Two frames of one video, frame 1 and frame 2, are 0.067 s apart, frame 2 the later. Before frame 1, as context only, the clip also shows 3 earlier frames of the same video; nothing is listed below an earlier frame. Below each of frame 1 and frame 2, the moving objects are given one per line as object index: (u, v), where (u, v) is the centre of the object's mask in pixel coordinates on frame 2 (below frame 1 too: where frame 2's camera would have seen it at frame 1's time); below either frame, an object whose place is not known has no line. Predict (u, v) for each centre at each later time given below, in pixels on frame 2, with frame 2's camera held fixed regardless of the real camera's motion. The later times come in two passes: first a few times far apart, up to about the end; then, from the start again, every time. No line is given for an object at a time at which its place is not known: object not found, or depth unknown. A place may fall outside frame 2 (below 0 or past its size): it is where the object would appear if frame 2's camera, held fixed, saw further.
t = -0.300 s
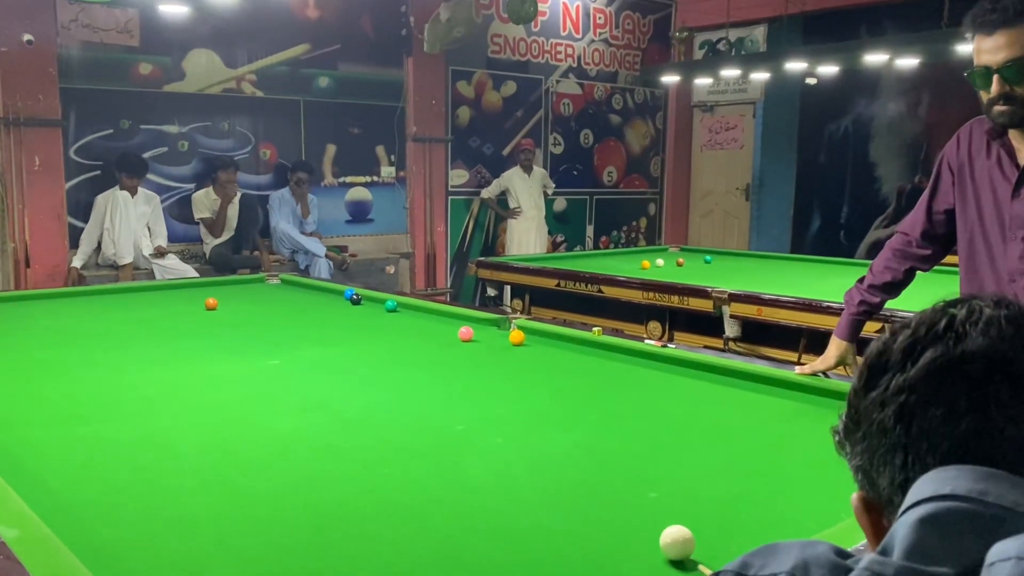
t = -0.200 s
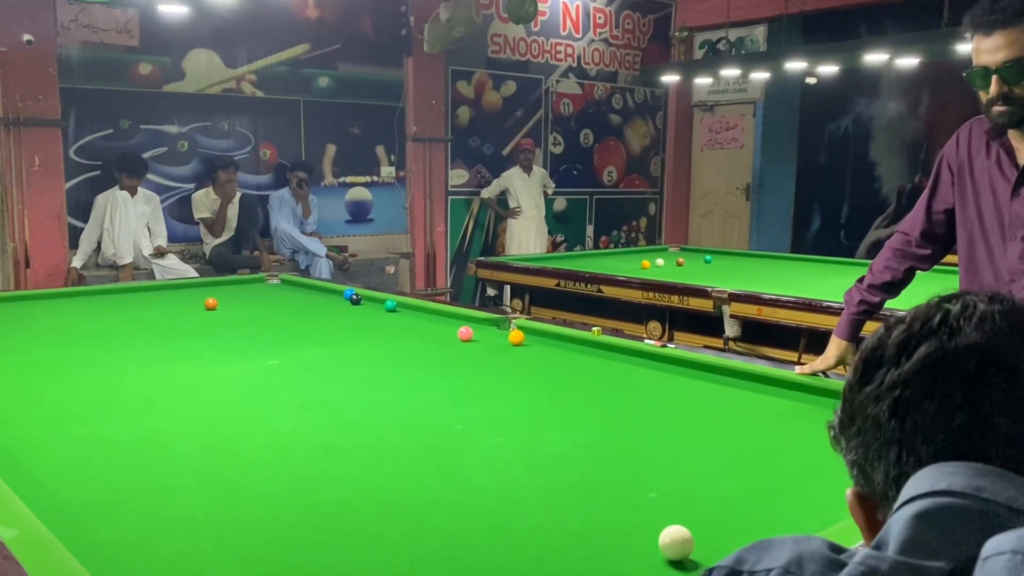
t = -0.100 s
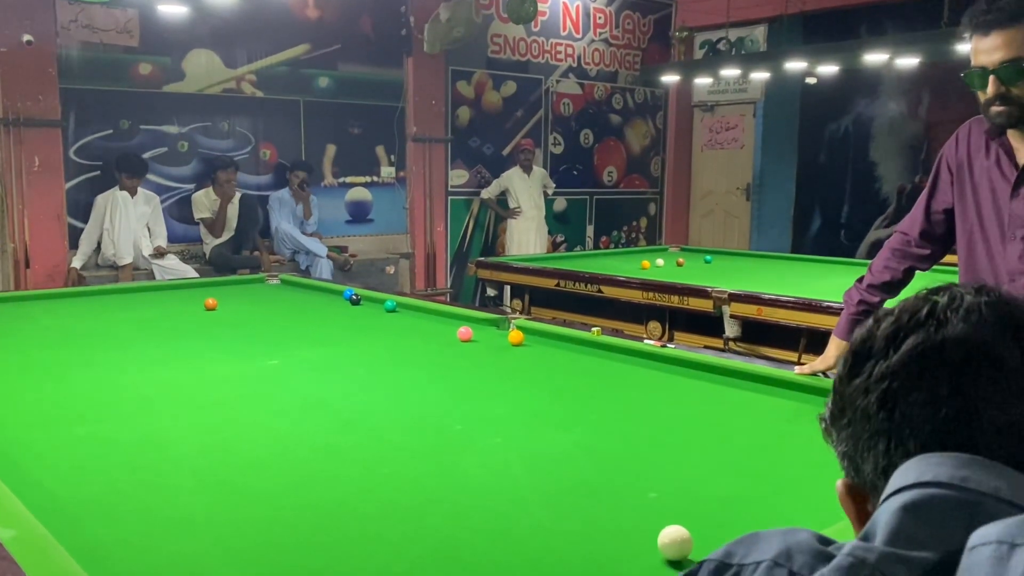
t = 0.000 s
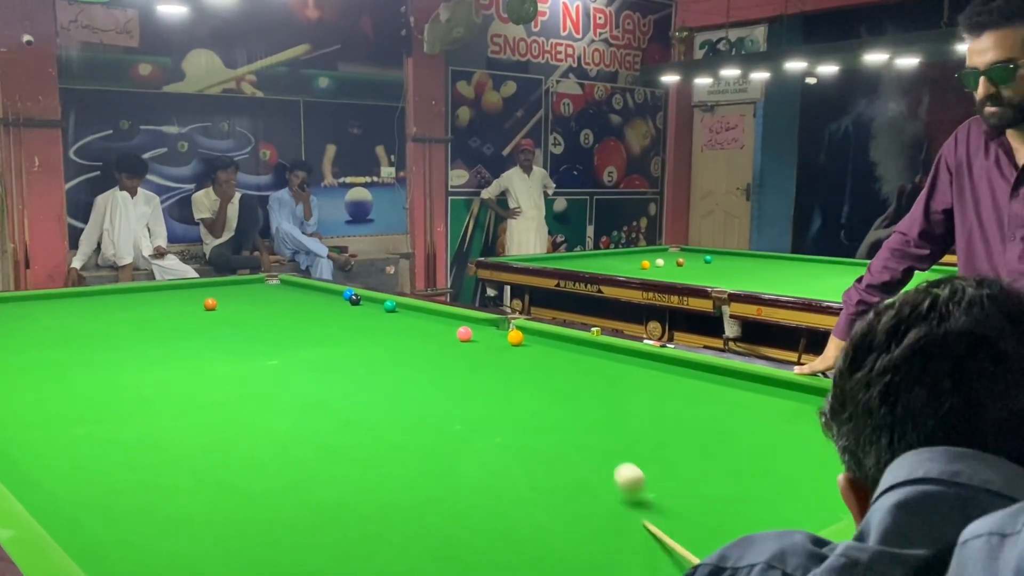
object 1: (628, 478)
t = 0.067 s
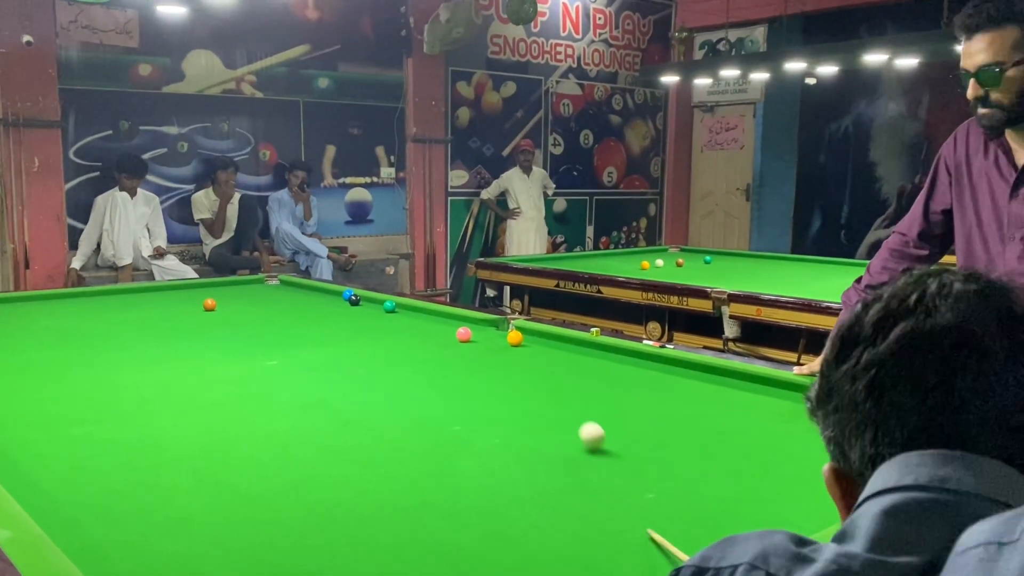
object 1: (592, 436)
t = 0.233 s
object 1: (539, 368)
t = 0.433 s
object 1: (520, 341)
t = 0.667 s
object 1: (524, 342)
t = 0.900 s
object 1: (526, 342)
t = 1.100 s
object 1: (526, 342)
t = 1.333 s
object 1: (526, 342)
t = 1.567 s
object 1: (526, 341)
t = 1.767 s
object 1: (526, 342)
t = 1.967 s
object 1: (525, 343)
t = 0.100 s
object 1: (578, 419)
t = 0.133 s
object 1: (566, 403)
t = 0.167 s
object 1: (556, 389)
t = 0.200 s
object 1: (547, 378)
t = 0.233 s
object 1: (539, 368)
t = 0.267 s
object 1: (532, 359)
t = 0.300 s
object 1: (526, 351)
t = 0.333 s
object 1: (521, 344)
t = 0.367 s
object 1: (519, 341)
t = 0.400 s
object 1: (519, 341)
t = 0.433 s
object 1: (520, 341)
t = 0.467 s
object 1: (521, 341)
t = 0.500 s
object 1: (522, 342)
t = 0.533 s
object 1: (522, 342)
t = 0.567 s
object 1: (523, 342)
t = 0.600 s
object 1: (523, 342)
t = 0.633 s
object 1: (524, 342)
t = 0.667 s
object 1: (524, 342)
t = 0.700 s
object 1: (525, 342)
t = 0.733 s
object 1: (525, 342)
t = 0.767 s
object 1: (525, 342)
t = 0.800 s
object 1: (526, 342)
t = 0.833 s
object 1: (526, 342)
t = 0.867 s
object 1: (526, 342)
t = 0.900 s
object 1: (526, 342)
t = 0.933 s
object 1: (526, 342)
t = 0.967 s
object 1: (526, 342)
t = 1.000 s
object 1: (526, 342)
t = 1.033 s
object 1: (526, 342)
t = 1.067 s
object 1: (526, 342)
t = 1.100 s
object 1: (526, 342)
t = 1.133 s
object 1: (526, 342)
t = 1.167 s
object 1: (526, 342)
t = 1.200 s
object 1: (526, 341)
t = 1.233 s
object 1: (526, 341)
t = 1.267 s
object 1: (526, 341)
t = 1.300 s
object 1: (526, 341)
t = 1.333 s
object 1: (526, 342)
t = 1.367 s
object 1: (526, 342)
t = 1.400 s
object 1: (526, 341)
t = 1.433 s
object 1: (526, 341)
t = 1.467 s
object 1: (526, 342)
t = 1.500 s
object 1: (526, 341)
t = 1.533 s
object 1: (526, 341)
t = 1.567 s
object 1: (526, 341)
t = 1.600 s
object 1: (526, 341)
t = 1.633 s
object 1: (526, 341)
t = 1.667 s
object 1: (526, 342)
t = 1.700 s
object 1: (526, 342)
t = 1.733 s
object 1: (526, 342)
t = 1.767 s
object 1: (526, 342)
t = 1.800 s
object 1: (526, 342)
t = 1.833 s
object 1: (526, 342)
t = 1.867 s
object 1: (525, 342)
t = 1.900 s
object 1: (525, 343)
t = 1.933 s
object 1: (525, 343)
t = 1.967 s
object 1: (525, 343)
